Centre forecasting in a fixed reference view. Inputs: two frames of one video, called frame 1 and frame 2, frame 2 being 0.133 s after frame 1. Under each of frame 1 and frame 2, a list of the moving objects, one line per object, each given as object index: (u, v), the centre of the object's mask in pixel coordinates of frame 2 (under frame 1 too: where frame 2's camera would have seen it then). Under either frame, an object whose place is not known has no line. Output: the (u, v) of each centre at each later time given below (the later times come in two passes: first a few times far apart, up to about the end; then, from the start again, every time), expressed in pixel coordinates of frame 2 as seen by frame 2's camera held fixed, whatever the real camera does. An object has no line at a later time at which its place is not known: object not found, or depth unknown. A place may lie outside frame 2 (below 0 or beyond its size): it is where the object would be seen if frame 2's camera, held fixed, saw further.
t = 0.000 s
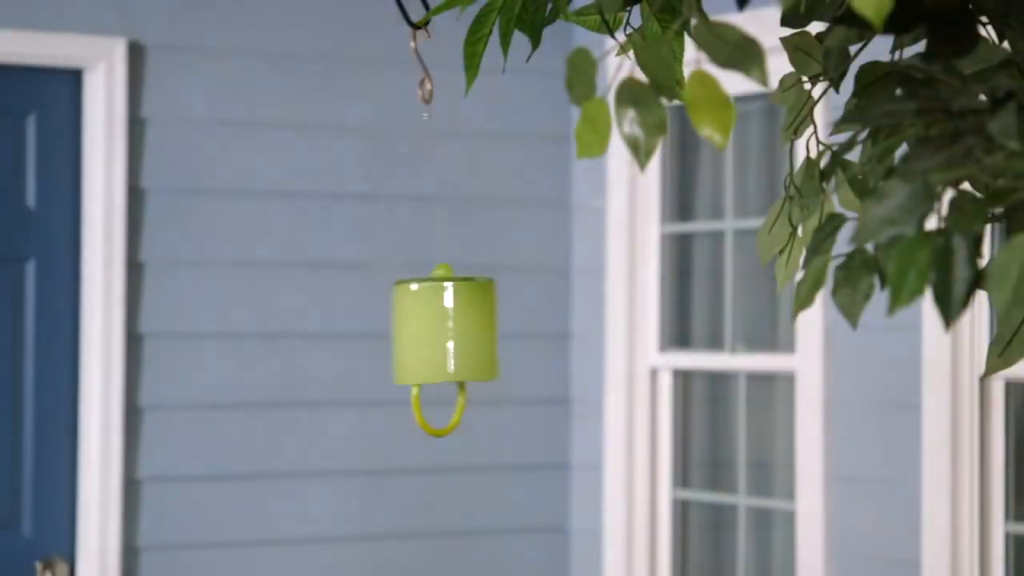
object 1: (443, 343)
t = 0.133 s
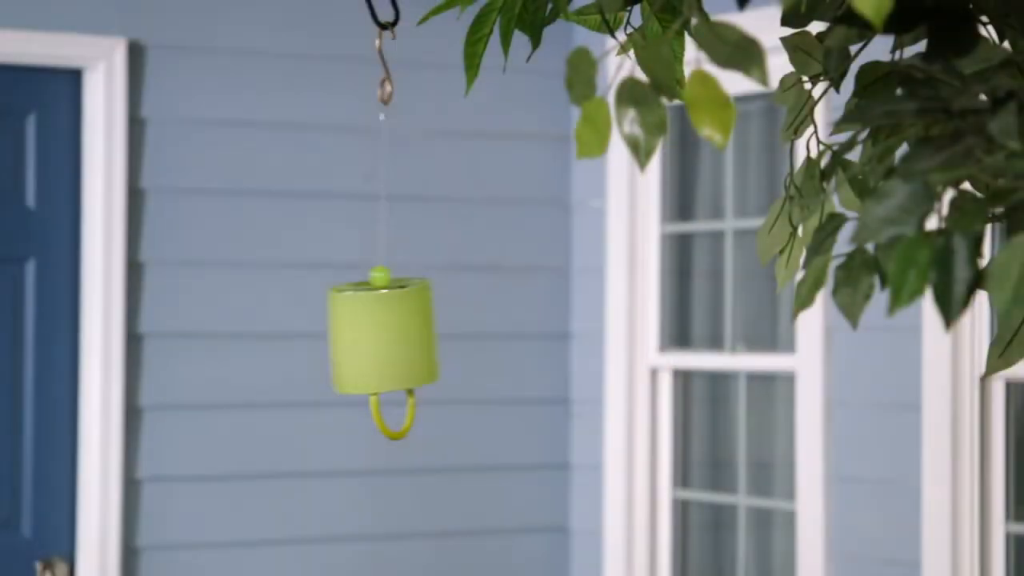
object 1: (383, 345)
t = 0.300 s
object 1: (311, 340)
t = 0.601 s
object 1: (301, 335)
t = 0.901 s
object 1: (424, 339)
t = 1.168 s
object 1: (496, 323)
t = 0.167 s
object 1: (368, 344)
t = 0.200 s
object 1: (352, 343)
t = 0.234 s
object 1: (338, 342)
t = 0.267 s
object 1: (324, 341)
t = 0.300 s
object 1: (311, 340)
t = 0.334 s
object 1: (301, 338)
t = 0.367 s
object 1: (292, 336)
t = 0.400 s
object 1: (286, 335)
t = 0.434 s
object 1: (282, 334)
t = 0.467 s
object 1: (280, 334)
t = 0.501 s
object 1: (281, 334)
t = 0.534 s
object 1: (286, 334)
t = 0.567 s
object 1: (292, 334)
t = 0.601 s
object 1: (301, 335)
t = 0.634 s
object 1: (311, 337)
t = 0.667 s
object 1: (323, 340)
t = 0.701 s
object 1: (335, 340)
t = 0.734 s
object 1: (350, 340)
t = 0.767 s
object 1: (364, 340)
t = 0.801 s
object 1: (380, 340)
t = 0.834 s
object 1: (395, 340)
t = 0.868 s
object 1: (410, 339)
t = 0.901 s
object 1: (424, 339)
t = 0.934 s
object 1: (438, 338)
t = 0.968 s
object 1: (451, 335)
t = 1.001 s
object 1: (463, 333)
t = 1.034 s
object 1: (473, 330)
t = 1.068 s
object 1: (481, 328)
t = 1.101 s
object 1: (488, 325)
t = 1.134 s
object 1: (493, 324)
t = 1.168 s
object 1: (496, 323)
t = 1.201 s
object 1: (497, 323)
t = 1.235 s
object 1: (496, 323)
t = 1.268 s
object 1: (493, 323)
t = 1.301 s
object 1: (488, 324)
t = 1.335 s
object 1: (481, 325)
